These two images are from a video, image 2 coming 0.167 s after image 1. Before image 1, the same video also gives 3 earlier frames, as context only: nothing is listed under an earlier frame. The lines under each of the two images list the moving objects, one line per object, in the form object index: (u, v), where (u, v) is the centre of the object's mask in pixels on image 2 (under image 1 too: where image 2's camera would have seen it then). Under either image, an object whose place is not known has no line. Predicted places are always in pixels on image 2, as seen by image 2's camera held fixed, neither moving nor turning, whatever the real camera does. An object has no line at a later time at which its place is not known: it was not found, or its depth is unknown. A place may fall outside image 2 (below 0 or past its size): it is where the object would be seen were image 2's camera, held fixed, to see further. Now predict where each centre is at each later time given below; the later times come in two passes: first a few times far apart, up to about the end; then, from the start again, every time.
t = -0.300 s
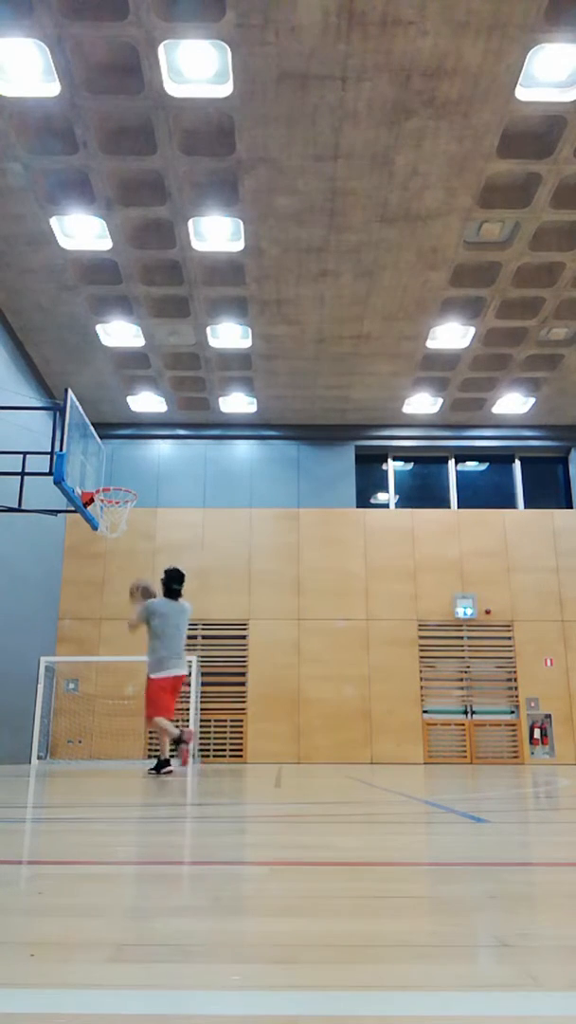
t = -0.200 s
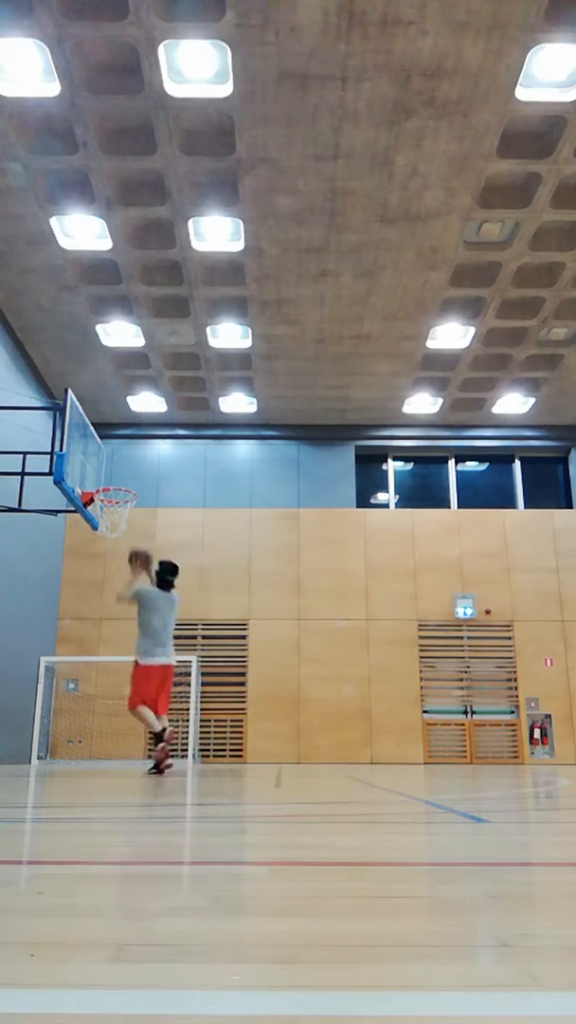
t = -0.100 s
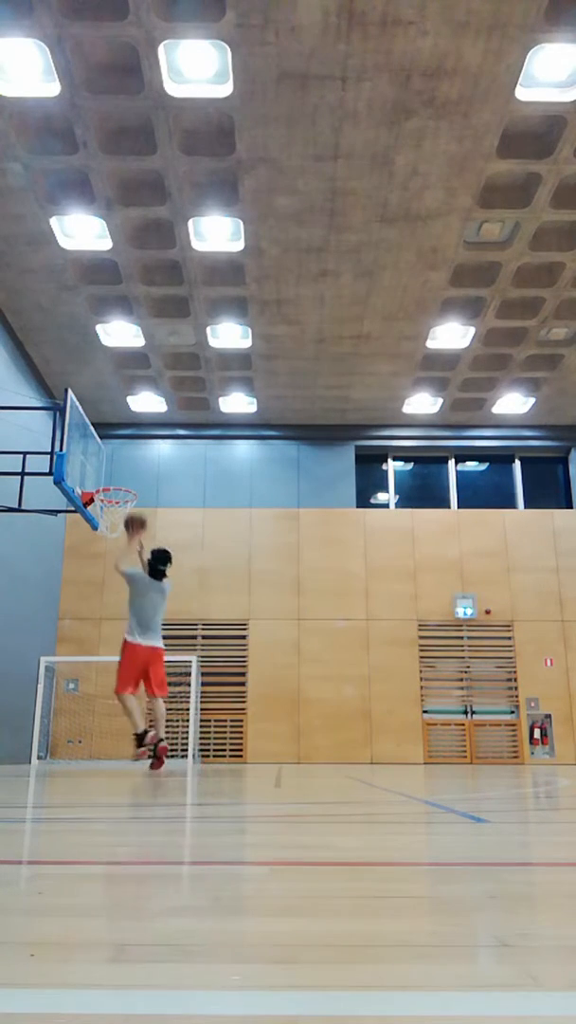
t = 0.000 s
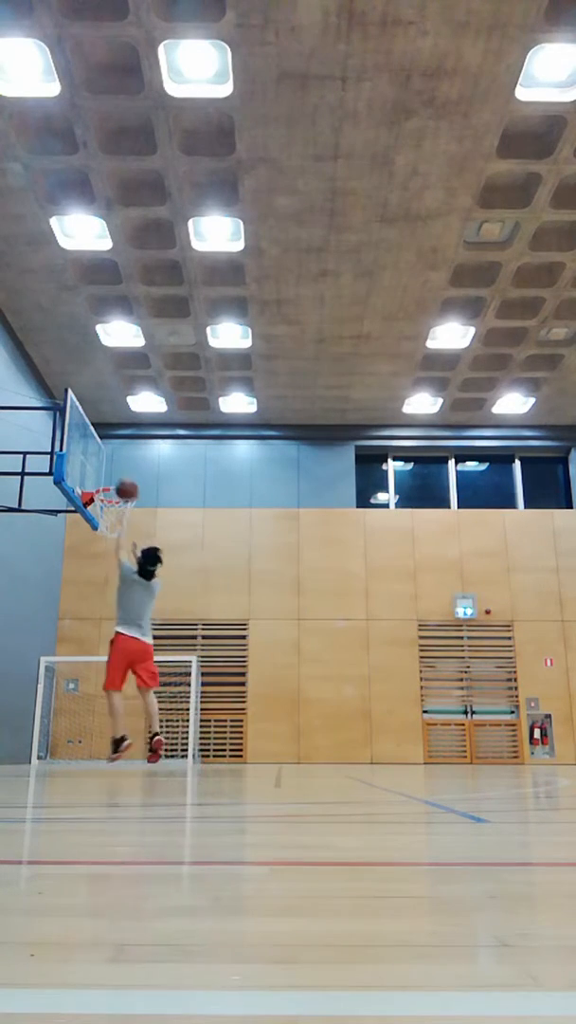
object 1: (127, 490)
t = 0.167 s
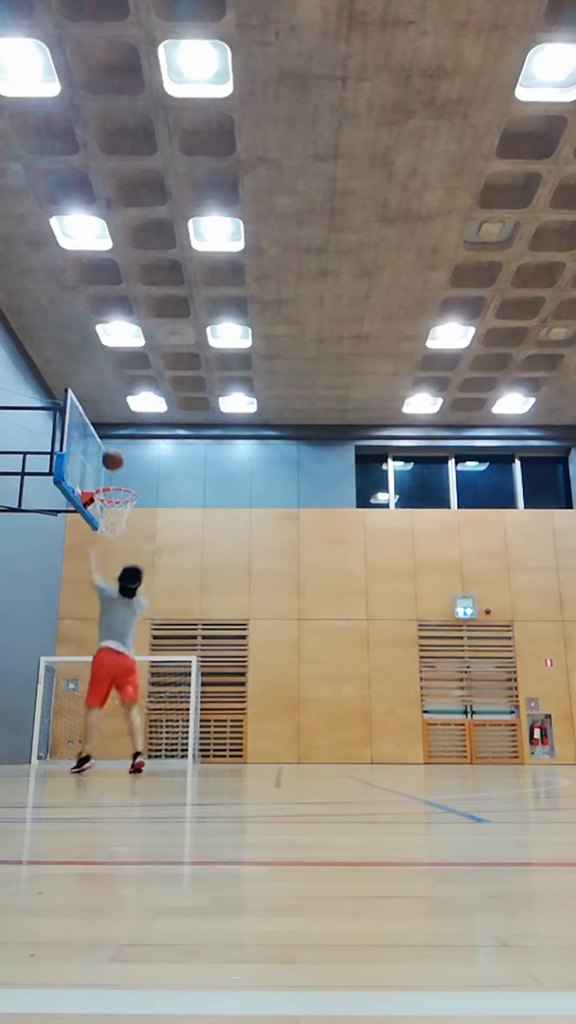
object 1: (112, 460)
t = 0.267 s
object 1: (104, 454)
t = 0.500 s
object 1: (100, 470)
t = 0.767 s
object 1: (124, 522)
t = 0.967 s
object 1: (120, 547)
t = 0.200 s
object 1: (109, 457)
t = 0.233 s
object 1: (107, 455)
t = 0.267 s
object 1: (104, 454)
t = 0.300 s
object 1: (101, 454)
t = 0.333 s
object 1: (98, 455)
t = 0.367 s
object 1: (95, 457)
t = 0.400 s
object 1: (92, 460)
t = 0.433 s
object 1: (93, 462)
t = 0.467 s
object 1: (96, 466)
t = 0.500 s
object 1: (100, 470)
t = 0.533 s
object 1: (105, 475)
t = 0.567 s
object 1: (108, 479)
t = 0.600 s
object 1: (112, 486)
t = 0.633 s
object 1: (115, 496)
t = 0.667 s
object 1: (119, 503)
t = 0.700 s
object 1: (120, 510)
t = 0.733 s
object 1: (123, 517)
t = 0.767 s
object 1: (124, 522)
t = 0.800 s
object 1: (125, 526)
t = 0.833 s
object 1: (124, 529)
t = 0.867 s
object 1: (123, 532)
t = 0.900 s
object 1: (122, 536)
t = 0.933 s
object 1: (121, 541)
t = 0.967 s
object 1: (120, 547)
